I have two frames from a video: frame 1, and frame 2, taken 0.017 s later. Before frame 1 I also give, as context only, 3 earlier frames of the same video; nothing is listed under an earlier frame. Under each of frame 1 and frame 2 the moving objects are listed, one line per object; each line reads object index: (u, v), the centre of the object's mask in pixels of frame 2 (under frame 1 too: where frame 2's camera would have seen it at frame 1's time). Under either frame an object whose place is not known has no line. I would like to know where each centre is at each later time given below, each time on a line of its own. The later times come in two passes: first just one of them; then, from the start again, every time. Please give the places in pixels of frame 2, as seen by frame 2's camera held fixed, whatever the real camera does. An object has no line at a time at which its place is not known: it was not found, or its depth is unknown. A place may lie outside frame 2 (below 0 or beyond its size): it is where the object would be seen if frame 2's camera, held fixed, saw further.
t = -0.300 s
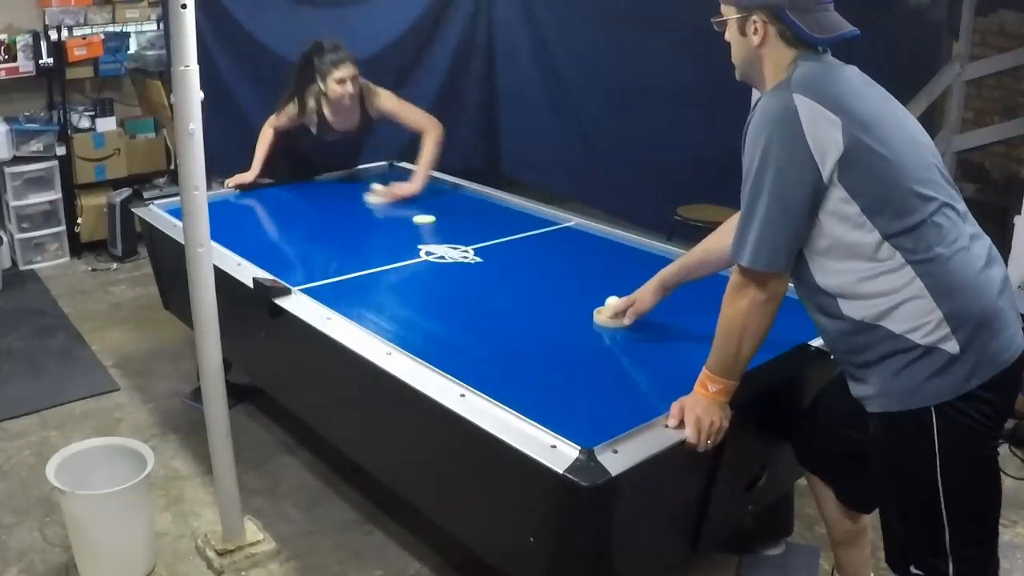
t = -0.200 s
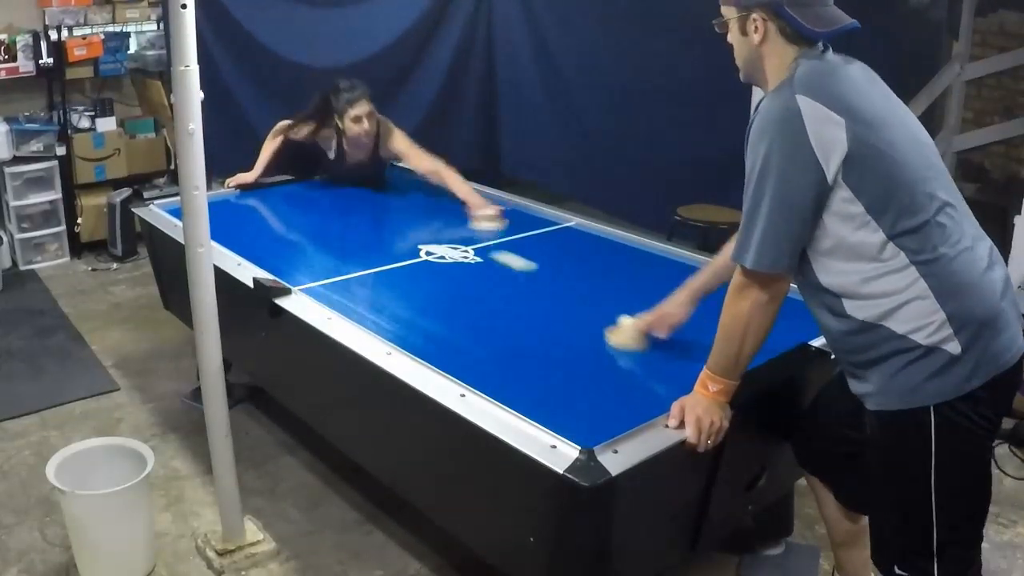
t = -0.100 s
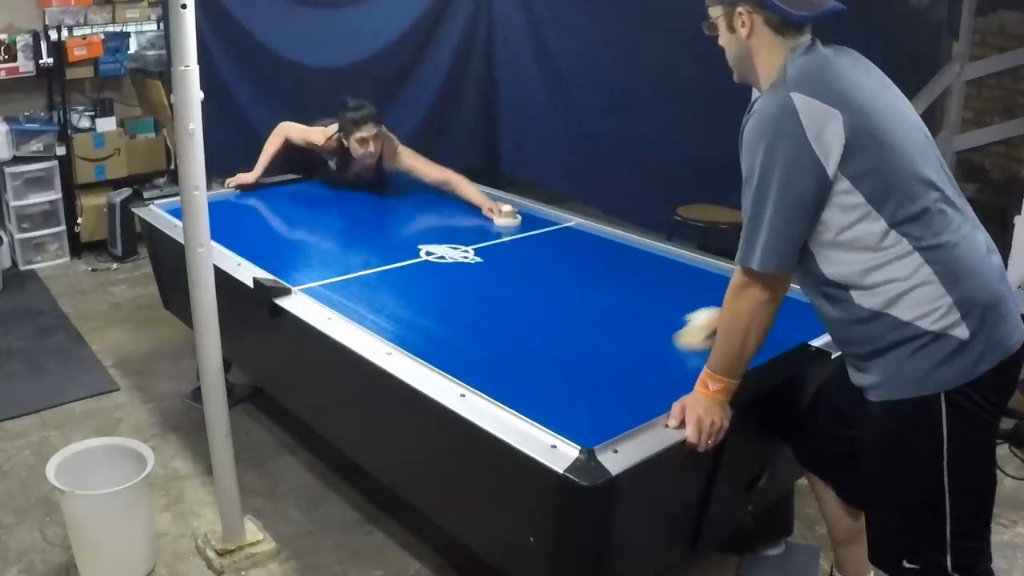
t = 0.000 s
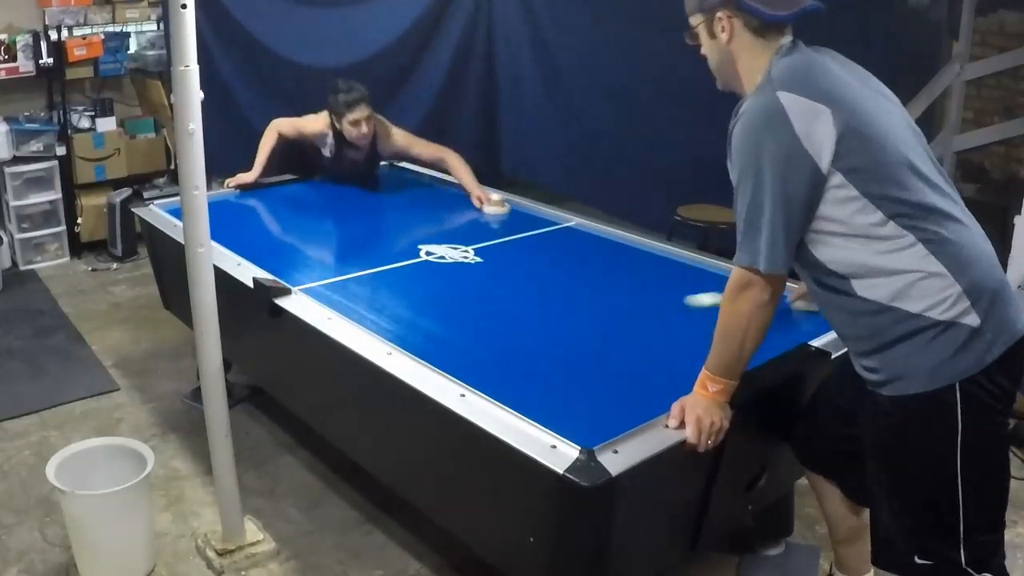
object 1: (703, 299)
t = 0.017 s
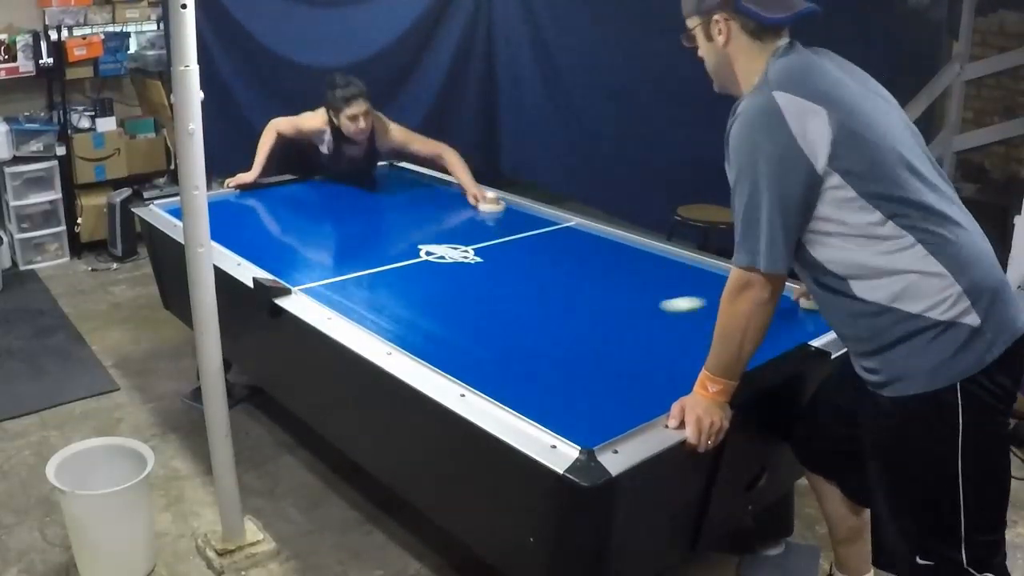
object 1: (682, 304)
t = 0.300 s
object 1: (552, 300)
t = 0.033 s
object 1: (658, 309)
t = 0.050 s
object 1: (633, 314)
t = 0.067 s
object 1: (606, 319)
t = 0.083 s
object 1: (579, 324)
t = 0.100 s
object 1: (551, 329)
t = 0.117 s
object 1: (522, 334)
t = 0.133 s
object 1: (492, 340)
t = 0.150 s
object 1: (461, 345)
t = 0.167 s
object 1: (433, 350)
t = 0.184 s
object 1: (433, 347)
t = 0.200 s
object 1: (452, 339)
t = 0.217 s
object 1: (471, 332)
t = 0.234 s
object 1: (488, 325)
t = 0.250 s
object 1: (506, 318)
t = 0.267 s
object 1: (522, 312)
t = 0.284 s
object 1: (538, 306)
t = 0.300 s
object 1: (552, 300)
